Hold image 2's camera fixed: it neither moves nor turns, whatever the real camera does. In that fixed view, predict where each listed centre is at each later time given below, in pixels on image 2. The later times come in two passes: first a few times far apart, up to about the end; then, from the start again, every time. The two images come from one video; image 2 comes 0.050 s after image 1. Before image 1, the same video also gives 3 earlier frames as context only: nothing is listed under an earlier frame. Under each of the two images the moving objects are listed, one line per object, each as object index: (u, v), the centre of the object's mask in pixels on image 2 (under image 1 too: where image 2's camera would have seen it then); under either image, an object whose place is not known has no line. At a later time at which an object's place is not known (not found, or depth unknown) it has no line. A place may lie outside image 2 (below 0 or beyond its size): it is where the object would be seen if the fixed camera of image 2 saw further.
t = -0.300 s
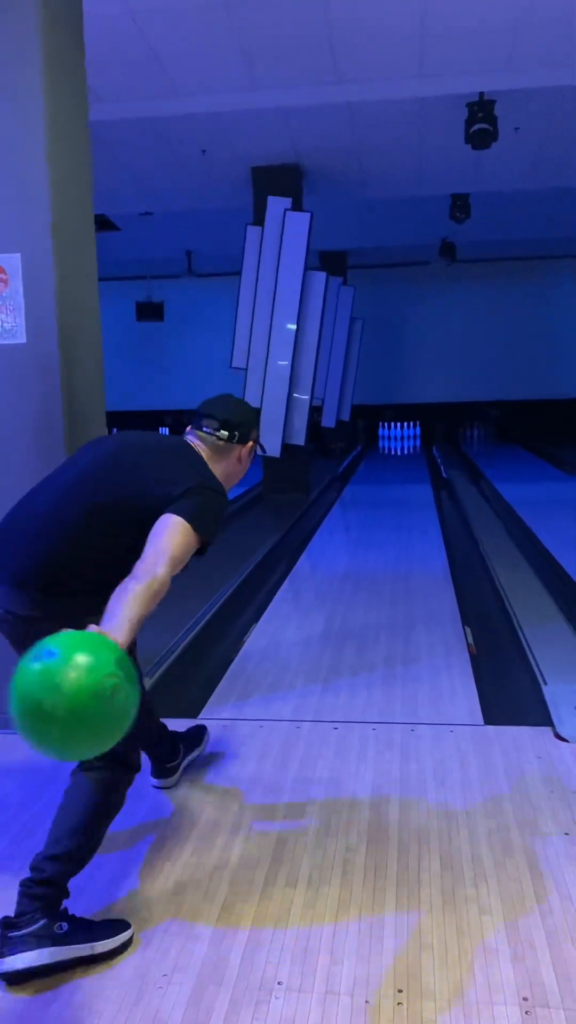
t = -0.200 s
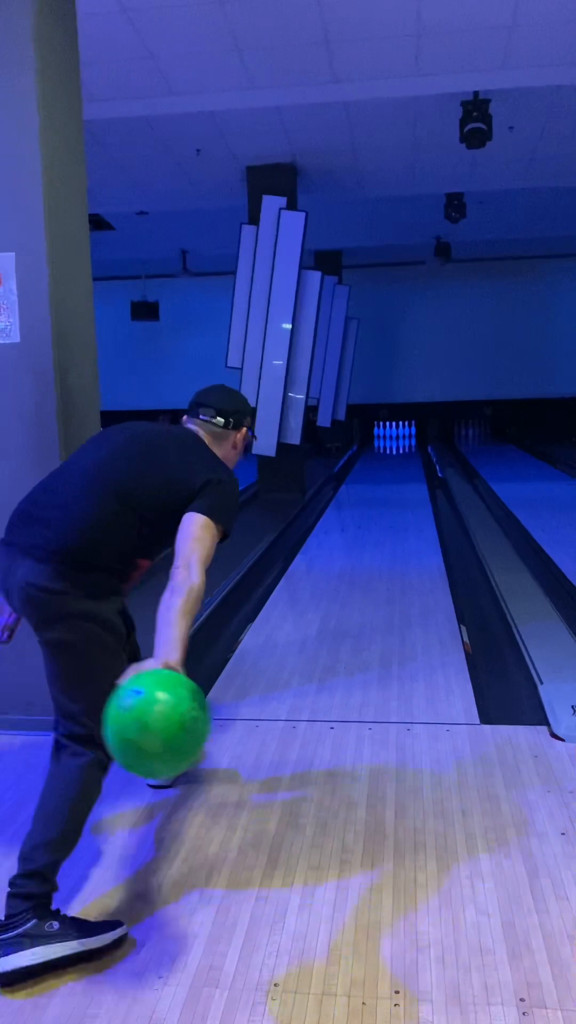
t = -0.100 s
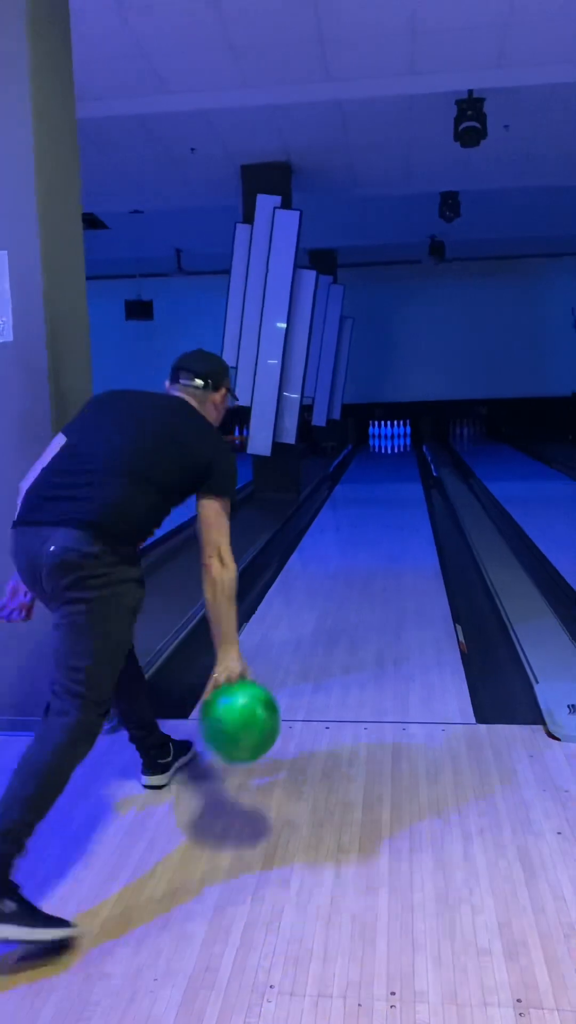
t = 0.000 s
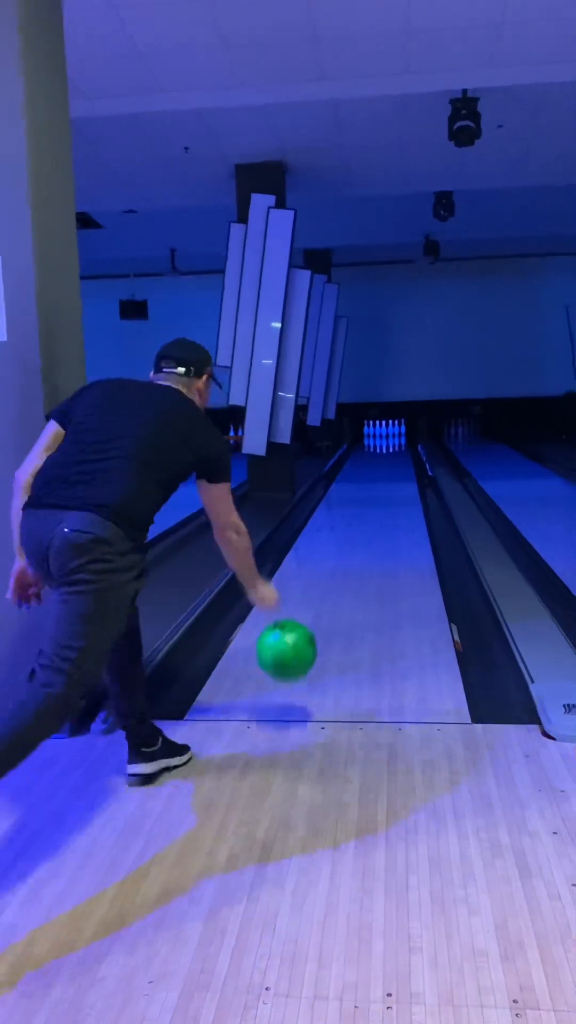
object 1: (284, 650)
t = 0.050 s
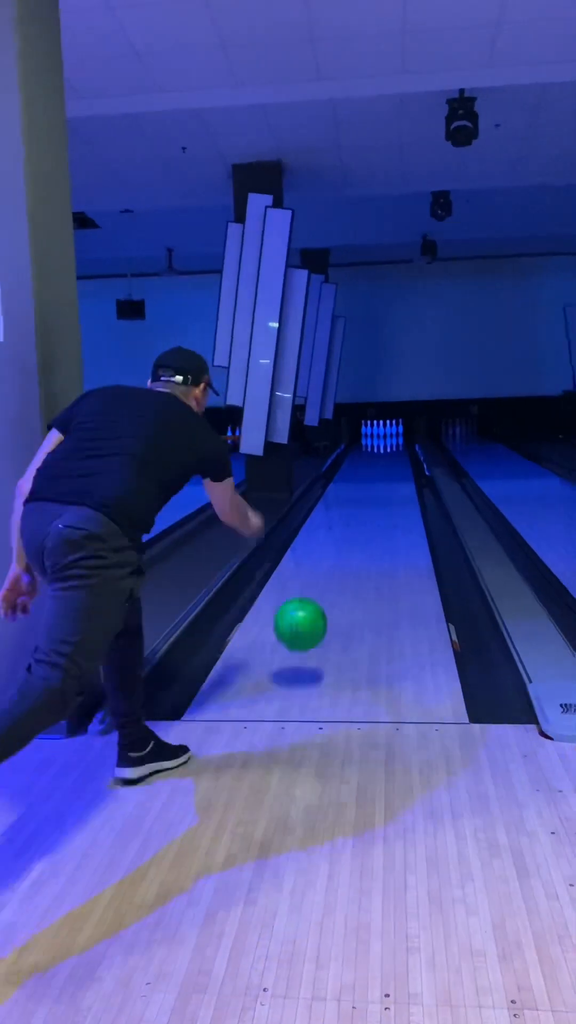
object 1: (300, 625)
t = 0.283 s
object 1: (343, 562)
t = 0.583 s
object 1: (365, 512)
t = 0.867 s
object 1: (377, 483)
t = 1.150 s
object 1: (383, 466)
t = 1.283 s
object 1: (386, 459)
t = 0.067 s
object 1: (305, 618)
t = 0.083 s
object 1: (309, 613)
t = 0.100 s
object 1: (313, 609)
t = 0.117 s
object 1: (317, 605)
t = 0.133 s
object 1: (320, 603)
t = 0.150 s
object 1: (324, 602)
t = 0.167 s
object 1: (327, 601)
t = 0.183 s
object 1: (330, 598)
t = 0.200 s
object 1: (332, 590)
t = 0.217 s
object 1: (334, 583)
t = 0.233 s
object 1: (337, 577)
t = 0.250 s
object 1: (339, 571)
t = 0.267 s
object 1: (341, 566)
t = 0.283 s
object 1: (343, 562)
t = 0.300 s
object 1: (345, 559)
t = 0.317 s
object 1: (346, 555)
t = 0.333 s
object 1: (348, 553)
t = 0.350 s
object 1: (350, 550)
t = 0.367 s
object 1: (351, 546)
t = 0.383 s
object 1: (352, 543)
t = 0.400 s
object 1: (354, 540)
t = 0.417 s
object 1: (355, 537)
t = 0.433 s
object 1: (356, 534)
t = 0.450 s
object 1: (357, 531)
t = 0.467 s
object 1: (359, 528)
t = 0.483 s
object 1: (360, 526)
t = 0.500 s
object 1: (361, 523)
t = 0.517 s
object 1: (362, 521)
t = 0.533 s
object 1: (363, 518)
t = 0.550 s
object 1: (364, 516)
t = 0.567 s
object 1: (364, 514)
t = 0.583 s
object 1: (365, 512)
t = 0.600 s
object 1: (366, 509)
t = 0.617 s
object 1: (367, 507)
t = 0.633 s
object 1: (368, 506)
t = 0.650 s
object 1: (368, 503)
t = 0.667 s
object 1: (370, 502)
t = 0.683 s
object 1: (370, 500)
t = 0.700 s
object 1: (371, 498)
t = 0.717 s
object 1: (372, 496)
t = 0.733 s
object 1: (372, 495)
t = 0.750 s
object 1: (373, 493)
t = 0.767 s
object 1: (373, 492)
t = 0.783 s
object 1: (374, 490)
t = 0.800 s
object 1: (374, 489)
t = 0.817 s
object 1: (375, 487)
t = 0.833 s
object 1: (375, 486)
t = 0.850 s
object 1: (376, 484)
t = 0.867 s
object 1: (377, 483)
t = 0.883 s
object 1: (377, 482)
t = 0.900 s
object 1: (377, 481)
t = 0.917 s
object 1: (378, 480)
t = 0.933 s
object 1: (378, 478)
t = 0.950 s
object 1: (380, 477)
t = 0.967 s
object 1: (379, 476)
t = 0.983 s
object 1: (380, 476)
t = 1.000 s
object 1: (380, 474)
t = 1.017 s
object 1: (380, 473)
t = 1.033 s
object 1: (381, 472)
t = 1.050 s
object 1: (381, 471)
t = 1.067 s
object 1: (381, 470)
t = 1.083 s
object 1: (382, 469)
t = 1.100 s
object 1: (382, 468)
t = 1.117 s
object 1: (382, 467)
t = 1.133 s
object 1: (382, 466)
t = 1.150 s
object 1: (383, 466)
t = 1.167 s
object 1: (383, 464)
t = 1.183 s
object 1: (384, 464)
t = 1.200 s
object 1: (384, 463)
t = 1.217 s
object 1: (384, 463)
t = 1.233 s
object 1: (385, 462)
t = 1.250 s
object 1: (385, 461)
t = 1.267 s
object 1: (385, 461)
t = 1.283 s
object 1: (386, 459)
